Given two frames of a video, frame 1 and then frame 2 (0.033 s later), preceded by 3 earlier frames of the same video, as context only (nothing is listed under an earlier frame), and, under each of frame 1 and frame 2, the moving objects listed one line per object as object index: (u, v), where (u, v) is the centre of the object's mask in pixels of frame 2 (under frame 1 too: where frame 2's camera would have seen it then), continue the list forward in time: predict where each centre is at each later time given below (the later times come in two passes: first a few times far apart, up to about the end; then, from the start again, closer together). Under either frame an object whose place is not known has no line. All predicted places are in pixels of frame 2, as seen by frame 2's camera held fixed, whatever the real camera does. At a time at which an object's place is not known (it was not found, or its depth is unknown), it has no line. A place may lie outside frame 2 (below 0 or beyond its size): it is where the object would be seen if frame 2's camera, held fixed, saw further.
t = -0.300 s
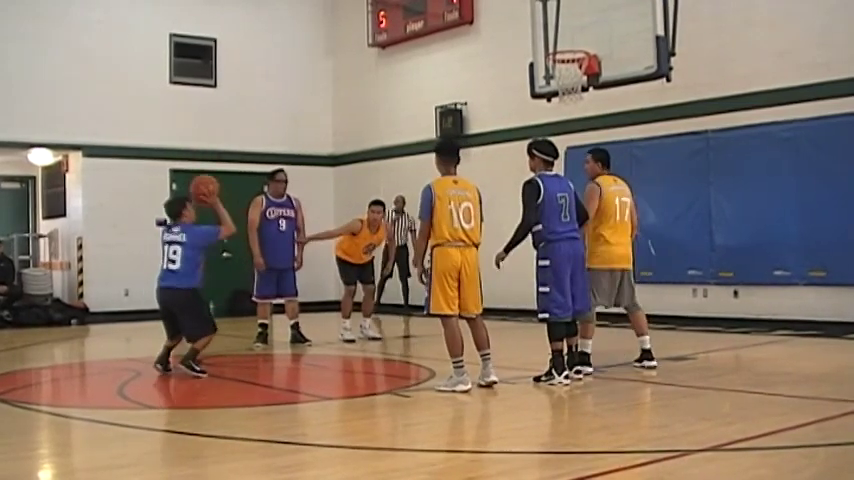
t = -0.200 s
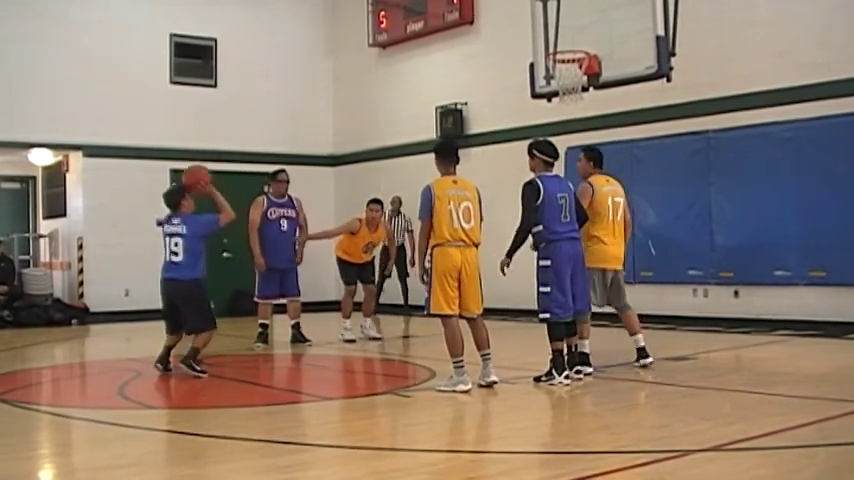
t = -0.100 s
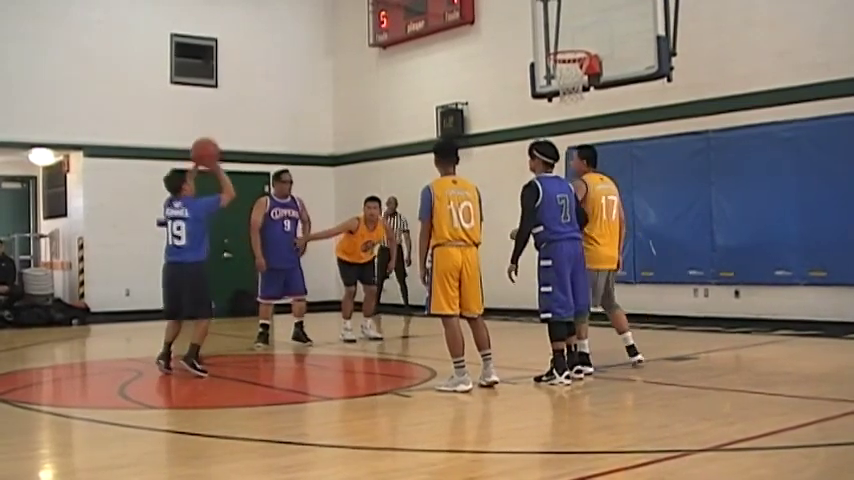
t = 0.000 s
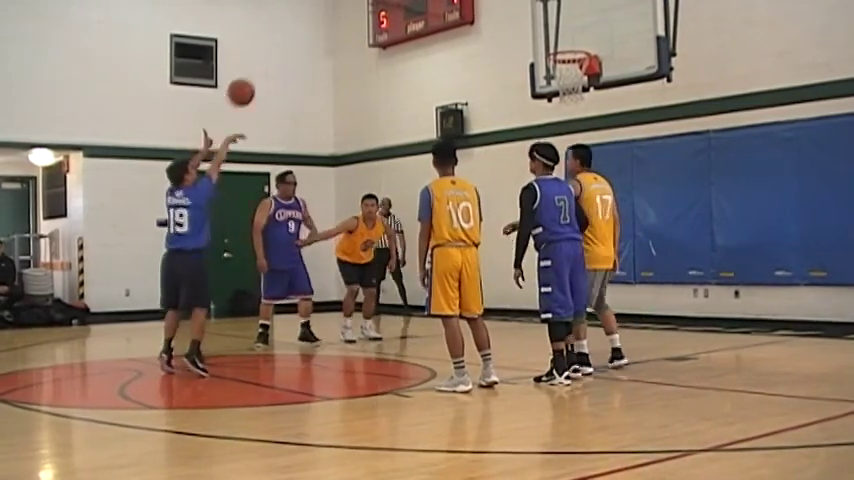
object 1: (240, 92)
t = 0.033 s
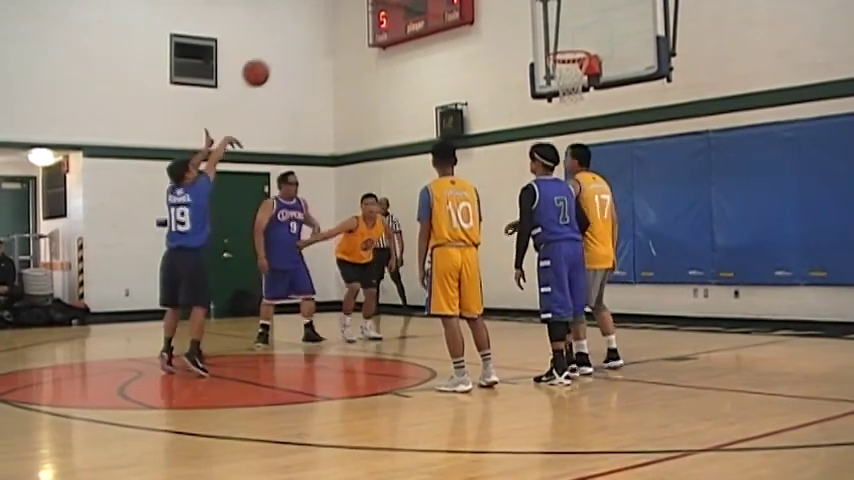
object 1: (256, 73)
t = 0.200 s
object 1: (326, 6)
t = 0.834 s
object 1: (540, 10)
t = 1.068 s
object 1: (561, 35)
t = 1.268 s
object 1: (541, 11)
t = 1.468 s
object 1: (522, 23)
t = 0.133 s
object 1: (299, 25)
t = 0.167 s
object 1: (312, 12)
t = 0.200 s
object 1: (326, 6)
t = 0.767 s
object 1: (521, 1)
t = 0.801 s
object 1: (531, 5)
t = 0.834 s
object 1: (540, 10)
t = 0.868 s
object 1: (550, 21)
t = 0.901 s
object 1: (560, 32)
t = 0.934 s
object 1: (569, 44)
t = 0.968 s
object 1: (573, 49)
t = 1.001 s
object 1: (569, 46)
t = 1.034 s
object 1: (565, 42)
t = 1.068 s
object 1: (561, 35)
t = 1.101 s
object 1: (558, 28)
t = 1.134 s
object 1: (554, 23)
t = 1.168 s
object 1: (551, 18)
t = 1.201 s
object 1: (548, 15)
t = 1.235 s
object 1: (545, 12)
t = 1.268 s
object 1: (541, 11)
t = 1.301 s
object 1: (538, 10)
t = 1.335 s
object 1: (535, 10)
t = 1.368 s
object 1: (532, 12)
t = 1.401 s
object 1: (529, 15)
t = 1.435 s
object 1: (525, 18)
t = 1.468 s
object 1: (522, 23)
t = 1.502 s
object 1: (519, 29)
